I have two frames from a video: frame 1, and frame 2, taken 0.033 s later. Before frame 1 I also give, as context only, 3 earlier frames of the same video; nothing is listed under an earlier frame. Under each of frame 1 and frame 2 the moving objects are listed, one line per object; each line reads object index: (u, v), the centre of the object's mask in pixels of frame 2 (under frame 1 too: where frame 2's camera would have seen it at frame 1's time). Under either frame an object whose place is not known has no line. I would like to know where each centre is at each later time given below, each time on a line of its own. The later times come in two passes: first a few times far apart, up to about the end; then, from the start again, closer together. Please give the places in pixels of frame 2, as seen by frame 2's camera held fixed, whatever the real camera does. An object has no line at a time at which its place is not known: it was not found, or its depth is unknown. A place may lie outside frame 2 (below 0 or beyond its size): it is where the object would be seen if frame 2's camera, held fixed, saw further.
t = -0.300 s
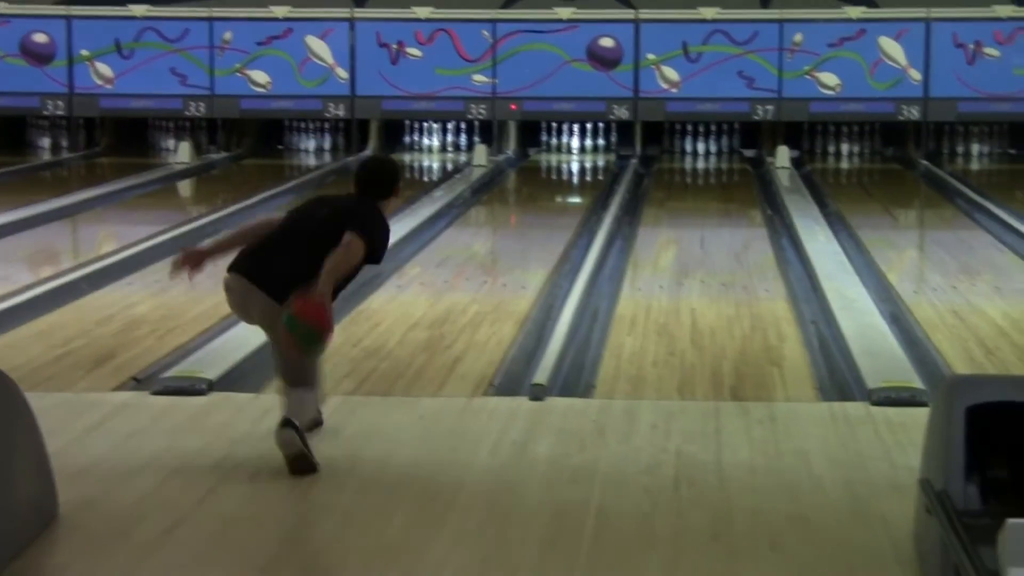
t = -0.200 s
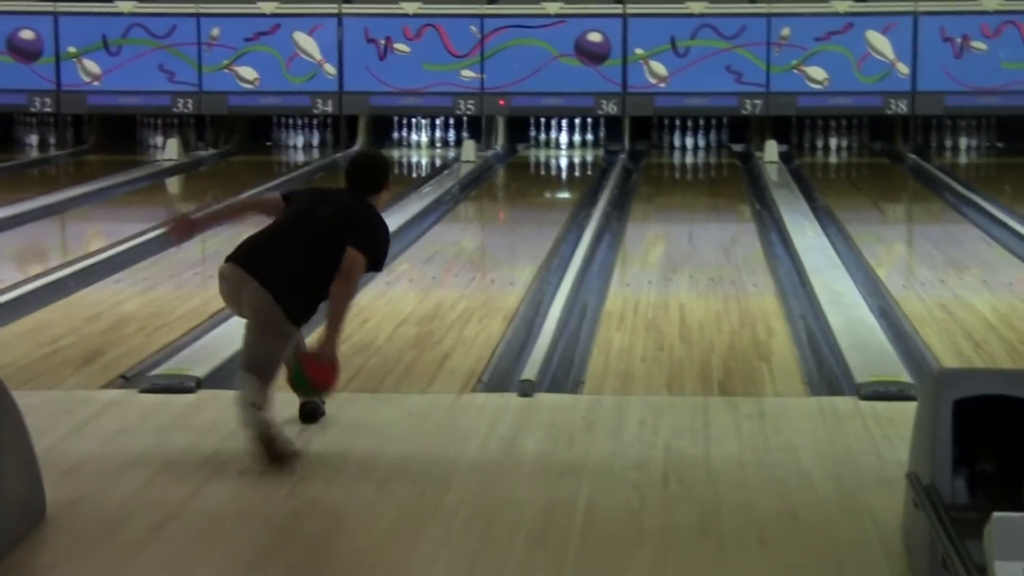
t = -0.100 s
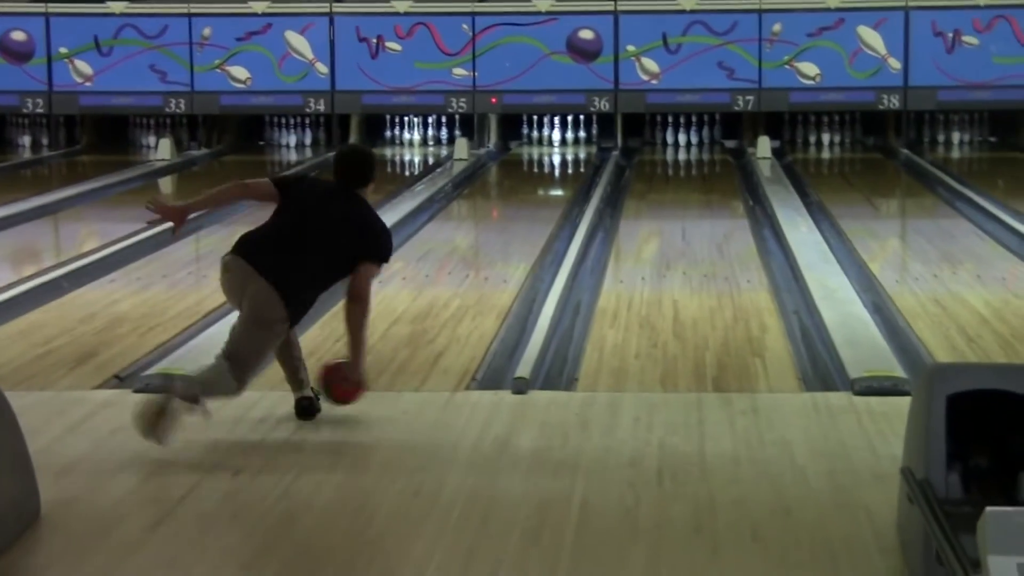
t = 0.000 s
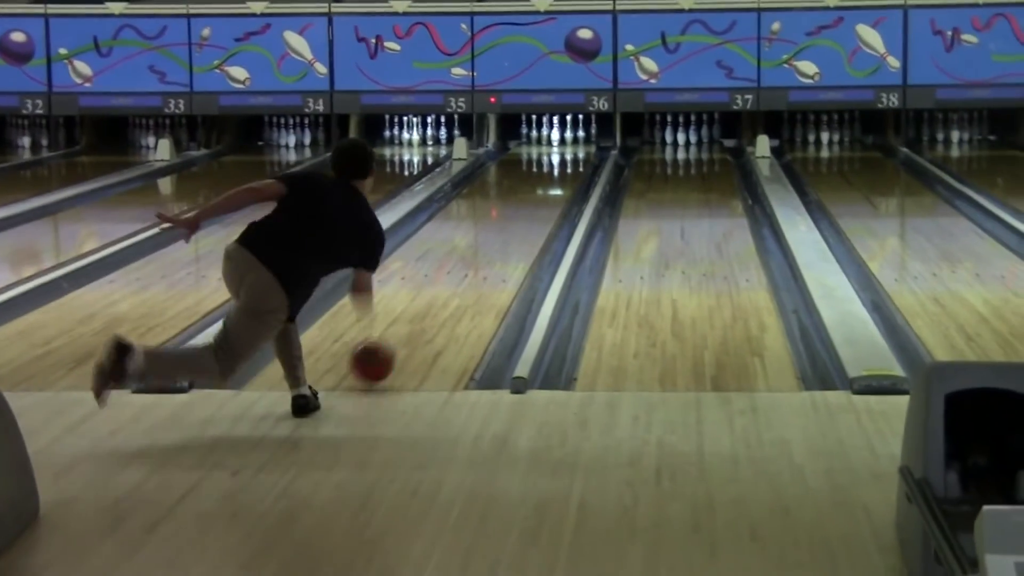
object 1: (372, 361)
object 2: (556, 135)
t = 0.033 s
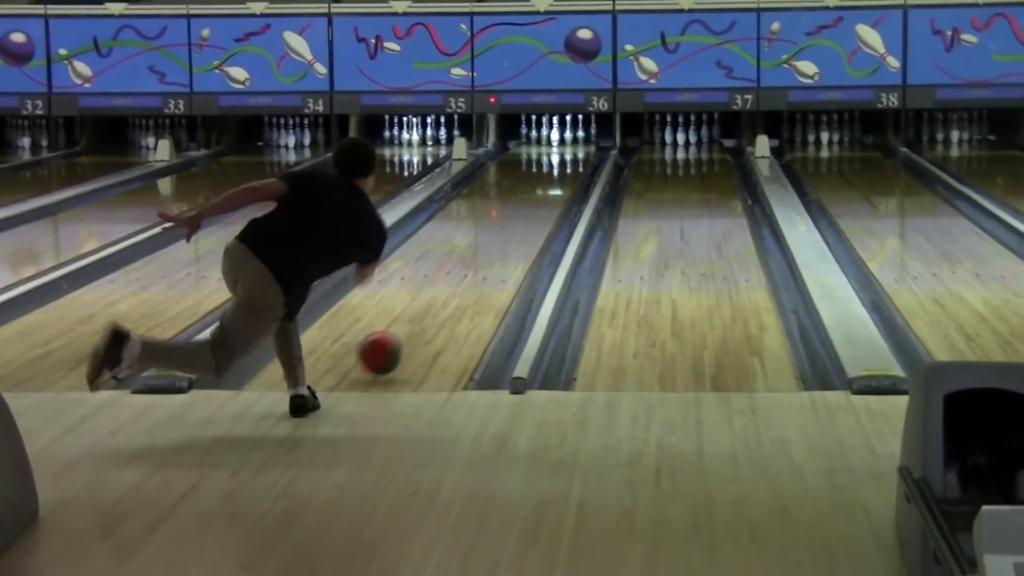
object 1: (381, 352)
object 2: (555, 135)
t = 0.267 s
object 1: (428, 310)
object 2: (552, 139)
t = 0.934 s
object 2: (553, 134)
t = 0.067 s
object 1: (388, 348)
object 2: (555, 136)
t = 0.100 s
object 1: (395, 343)
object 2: (554, 135)
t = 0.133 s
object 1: (403, 335)
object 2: (554, 135)
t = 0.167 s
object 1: (410, 328)
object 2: (553, 136)
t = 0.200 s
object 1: (416, 322)
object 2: (552, 137)
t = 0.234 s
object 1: (422, 317)
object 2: (553, 138)
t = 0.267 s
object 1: (428, 310)
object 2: (552, 139)
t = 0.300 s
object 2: (552, 139)
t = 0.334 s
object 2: (551, 138)
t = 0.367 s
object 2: (550, 135)
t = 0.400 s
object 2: (550, 136)
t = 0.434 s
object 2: (548, 135)
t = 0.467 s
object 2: (547, 135)
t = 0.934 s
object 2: (553, 134)
